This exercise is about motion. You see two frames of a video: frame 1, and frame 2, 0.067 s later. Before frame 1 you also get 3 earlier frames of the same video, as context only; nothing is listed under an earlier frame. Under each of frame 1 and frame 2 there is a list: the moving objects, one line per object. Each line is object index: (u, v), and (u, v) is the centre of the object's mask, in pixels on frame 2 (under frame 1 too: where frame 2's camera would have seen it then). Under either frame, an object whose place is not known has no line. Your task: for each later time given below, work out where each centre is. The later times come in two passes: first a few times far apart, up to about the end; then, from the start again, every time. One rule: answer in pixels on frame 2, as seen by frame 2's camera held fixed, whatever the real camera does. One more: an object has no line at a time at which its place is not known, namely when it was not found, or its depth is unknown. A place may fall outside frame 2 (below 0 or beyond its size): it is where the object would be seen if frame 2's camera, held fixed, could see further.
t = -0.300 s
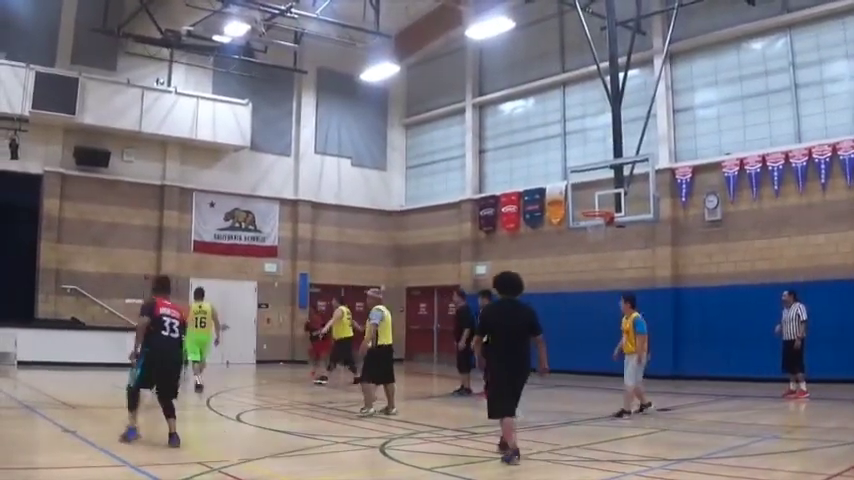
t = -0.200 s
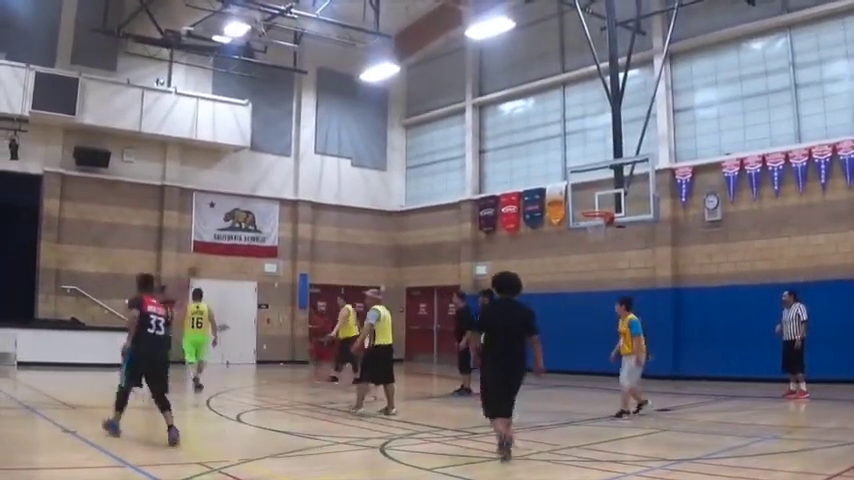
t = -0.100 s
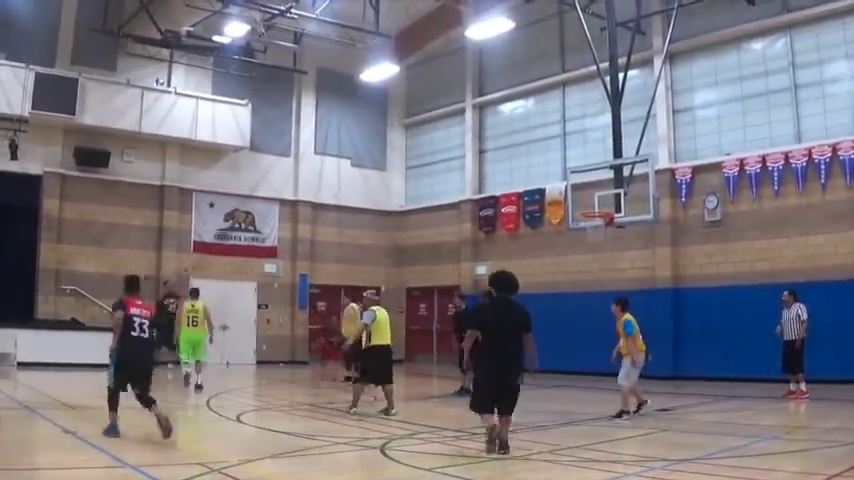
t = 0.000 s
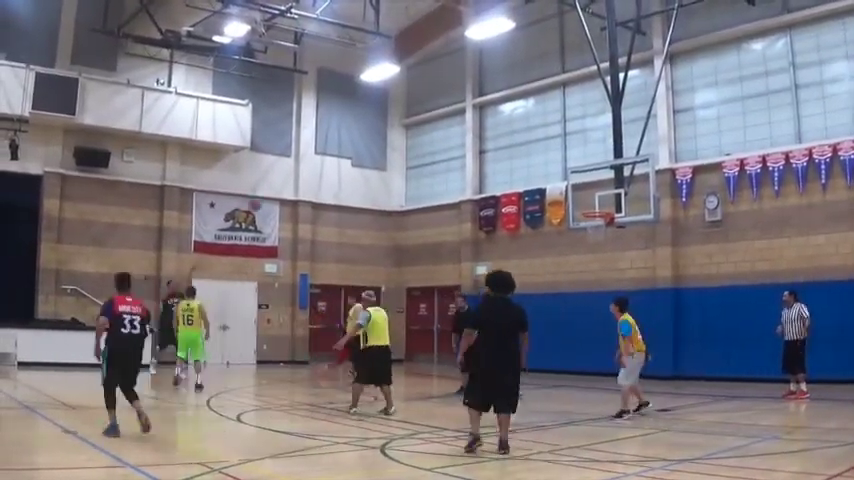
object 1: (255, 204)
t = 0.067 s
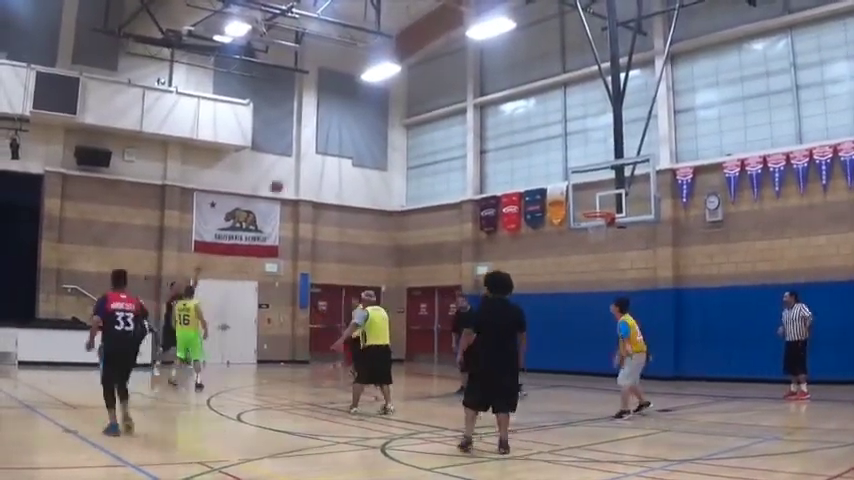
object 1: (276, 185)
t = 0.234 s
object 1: (326, 147)
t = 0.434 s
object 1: (391, 129)
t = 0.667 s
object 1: (465, 131)
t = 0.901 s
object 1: (538, 161)
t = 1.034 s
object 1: (580, 194)
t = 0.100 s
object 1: (287, 177)
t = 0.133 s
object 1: (297, 170)
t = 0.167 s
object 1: (308, 162)
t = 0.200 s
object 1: (317, 155)
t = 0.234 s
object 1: (326, 147)
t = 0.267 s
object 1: (337, 144)
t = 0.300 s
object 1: (350, 140)
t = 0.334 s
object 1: (359, 136)
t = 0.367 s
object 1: (370, 133)
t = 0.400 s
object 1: (376, 132)
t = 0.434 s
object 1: (391, 129)
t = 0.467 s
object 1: (402, 127)
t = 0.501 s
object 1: (412, 129)
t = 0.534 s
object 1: (422, 127)
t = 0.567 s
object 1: (433, 126)
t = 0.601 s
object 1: (444, 127)
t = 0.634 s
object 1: (454, 128)
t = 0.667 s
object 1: (465, 131)
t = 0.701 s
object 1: (473, 133)
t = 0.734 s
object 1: (486, 137)
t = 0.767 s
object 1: (496, 141)
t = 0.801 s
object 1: (507, 145)
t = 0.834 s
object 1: (517, 150)
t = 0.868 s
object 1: (527, 155)
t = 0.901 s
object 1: (538, 161)
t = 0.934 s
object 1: (550, 168)
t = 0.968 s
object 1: (560, 175)
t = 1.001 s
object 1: (571, 183)
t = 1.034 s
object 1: (580, 194)
